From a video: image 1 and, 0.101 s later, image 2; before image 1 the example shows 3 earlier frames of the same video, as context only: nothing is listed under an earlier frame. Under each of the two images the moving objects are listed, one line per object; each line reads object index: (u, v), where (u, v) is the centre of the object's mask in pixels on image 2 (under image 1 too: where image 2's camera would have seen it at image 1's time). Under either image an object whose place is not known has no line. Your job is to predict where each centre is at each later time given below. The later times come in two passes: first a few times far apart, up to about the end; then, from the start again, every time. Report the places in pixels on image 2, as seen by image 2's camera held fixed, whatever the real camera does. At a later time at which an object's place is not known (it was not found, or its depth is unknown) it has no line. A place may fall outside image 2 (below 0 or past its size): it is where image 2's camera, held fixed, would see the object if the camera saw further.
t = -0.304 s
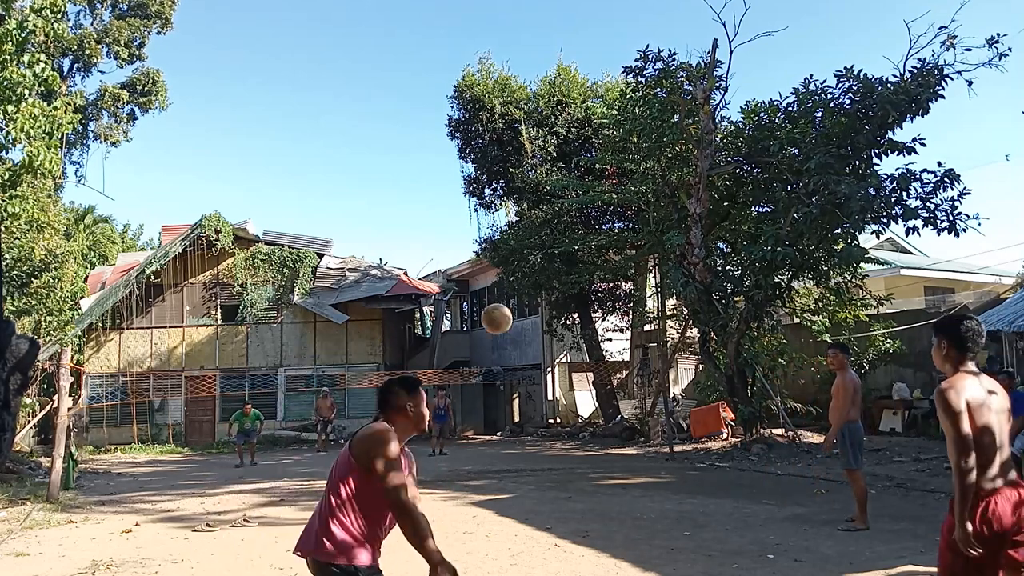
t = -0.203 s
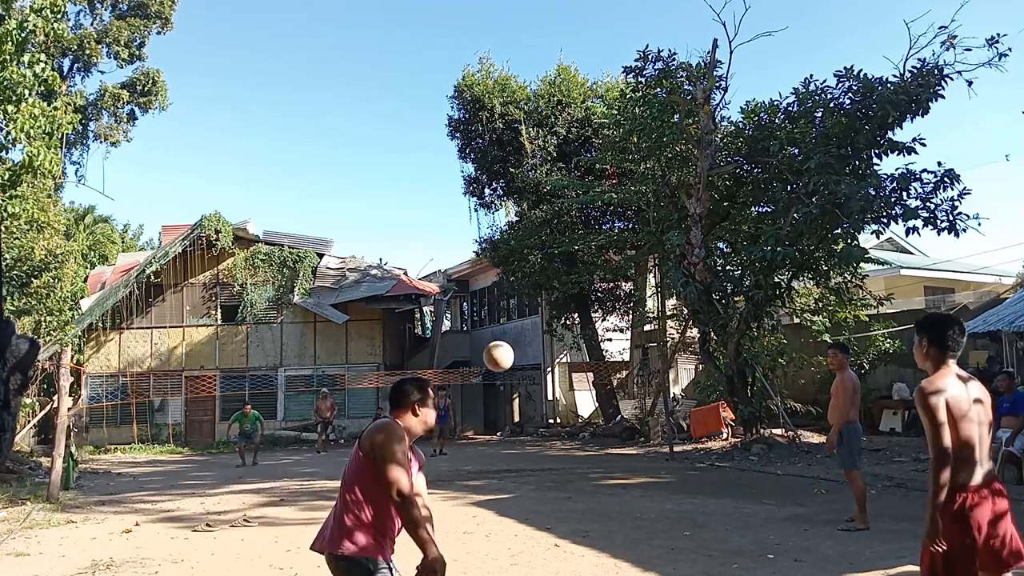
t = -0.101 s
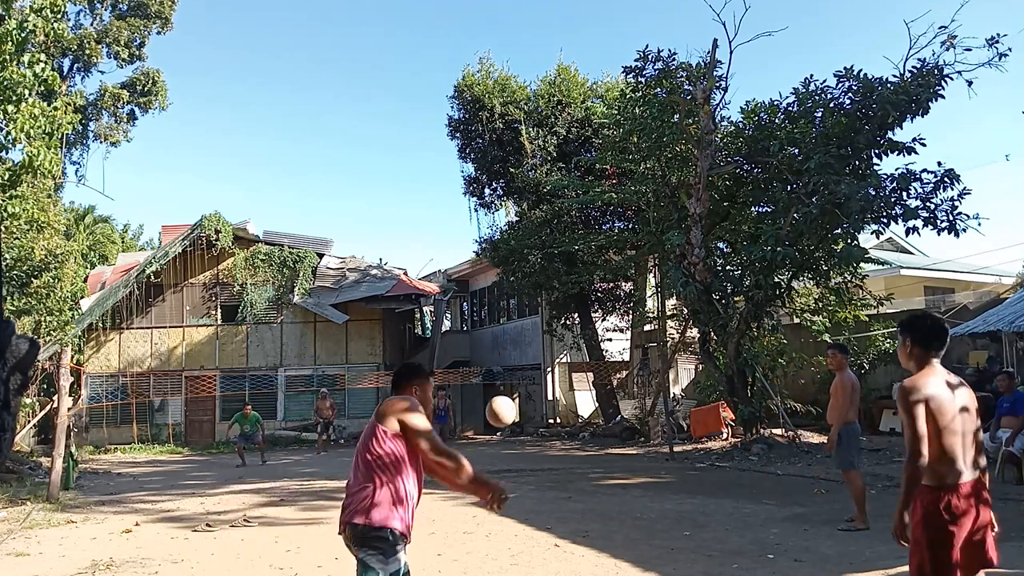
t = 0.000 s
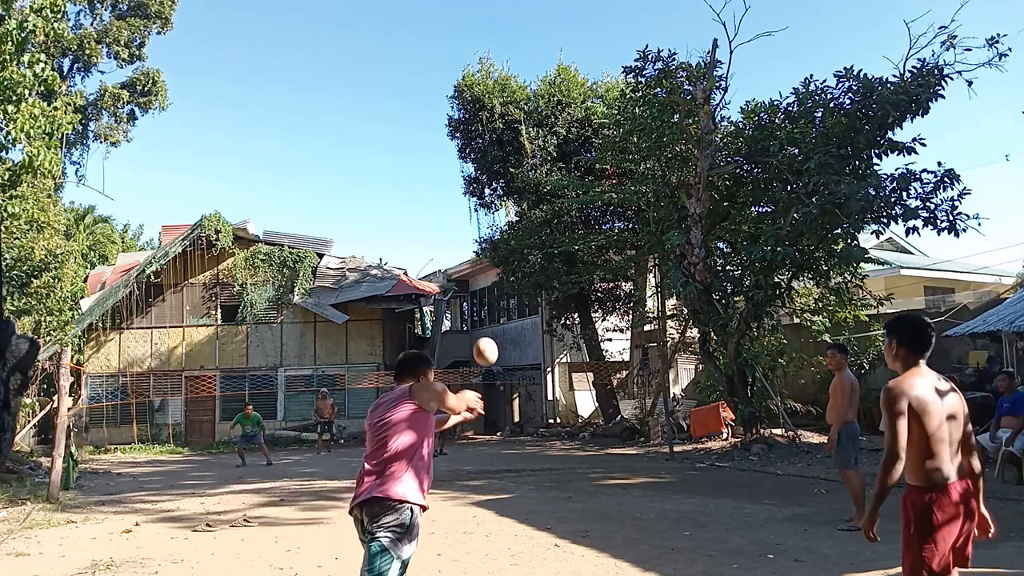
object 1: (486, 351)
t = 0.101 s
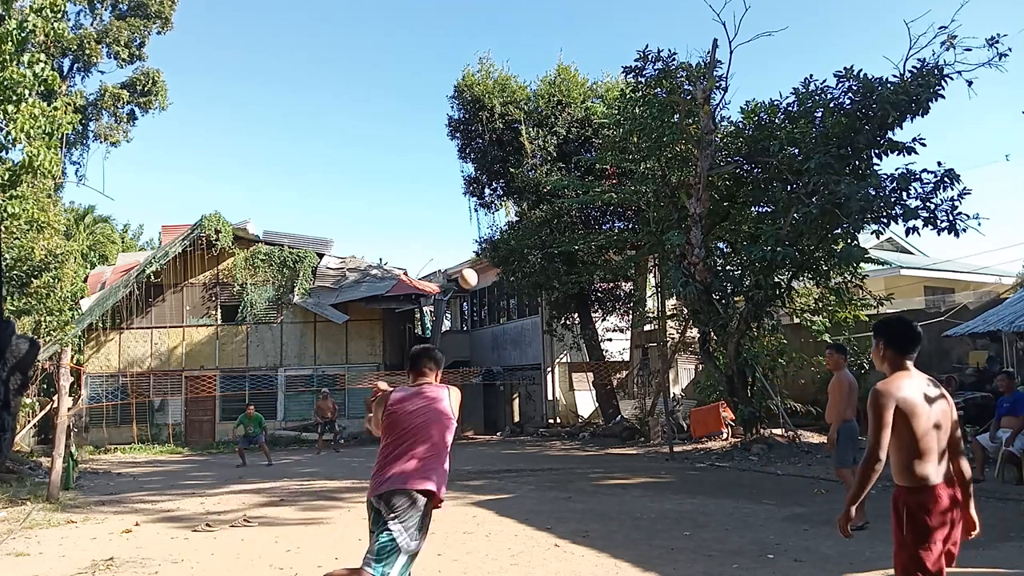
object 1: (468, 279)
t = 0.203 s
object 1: (454, 243)
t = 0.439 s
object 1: (437, 218)
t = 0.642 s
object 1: (428, 228)
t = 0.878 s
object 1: (421, 259)
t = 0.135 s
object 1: (464, 263)
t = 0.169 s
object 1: (458, 252)
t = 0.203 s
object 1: (454, 243)
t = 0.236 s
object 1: (452, 235)
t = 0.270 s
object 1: (449, 230)
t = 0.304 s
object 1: (446, 225)
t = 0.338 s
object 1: (443, 222)
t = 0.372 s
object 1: (441, 219)
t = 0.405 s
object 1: (439, 218)
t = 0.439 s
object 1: (437, 218)
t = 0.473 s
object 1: (435, 218)
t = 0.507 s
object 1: (433, 219)
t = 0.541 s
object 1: (432, 220)
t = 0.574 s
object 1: (431, 222)
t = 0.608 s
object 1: (430, 225)
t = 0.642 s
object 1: (428, 228)
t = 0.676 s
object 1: (427, 231)
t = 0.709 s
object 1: (426, 235)
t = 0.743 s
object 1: (425, 239)
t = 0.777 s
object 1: (424, 243)
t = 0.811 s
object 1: (423, 248)
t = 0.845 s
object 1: (422, 254)
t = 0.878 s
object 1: (421, 259)
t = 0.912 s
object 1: (420, 265)
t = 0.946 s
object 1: (419, 272)
